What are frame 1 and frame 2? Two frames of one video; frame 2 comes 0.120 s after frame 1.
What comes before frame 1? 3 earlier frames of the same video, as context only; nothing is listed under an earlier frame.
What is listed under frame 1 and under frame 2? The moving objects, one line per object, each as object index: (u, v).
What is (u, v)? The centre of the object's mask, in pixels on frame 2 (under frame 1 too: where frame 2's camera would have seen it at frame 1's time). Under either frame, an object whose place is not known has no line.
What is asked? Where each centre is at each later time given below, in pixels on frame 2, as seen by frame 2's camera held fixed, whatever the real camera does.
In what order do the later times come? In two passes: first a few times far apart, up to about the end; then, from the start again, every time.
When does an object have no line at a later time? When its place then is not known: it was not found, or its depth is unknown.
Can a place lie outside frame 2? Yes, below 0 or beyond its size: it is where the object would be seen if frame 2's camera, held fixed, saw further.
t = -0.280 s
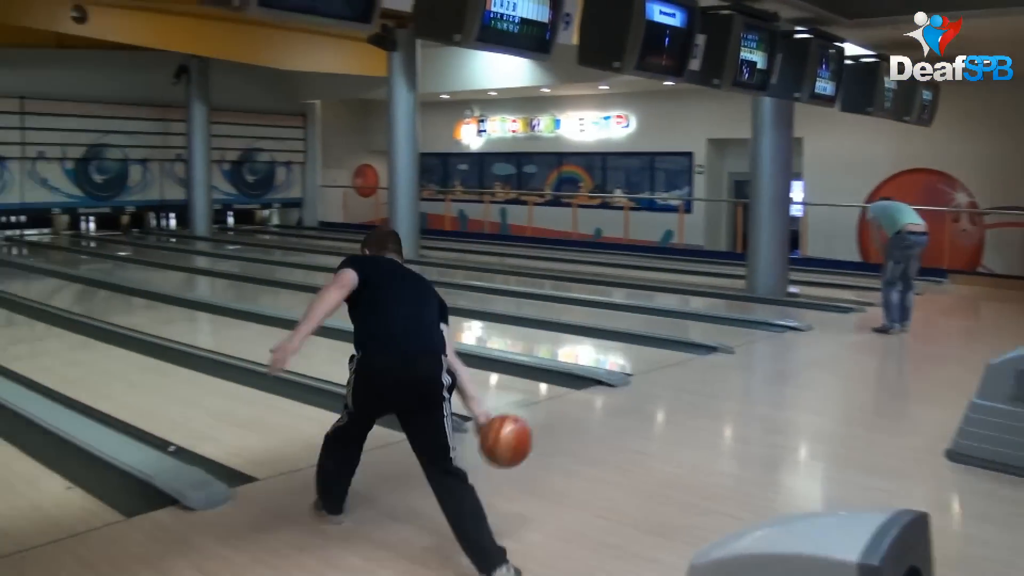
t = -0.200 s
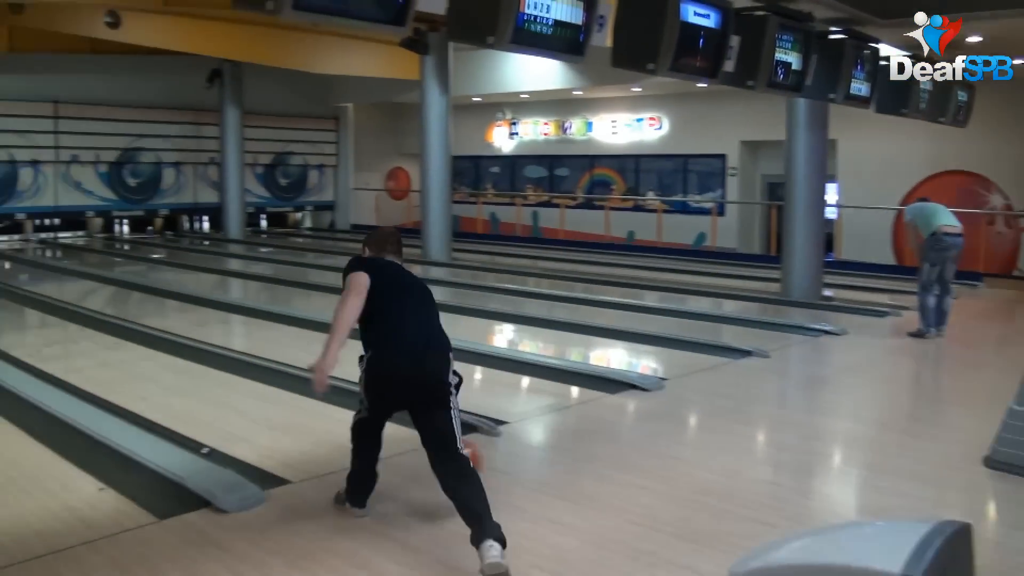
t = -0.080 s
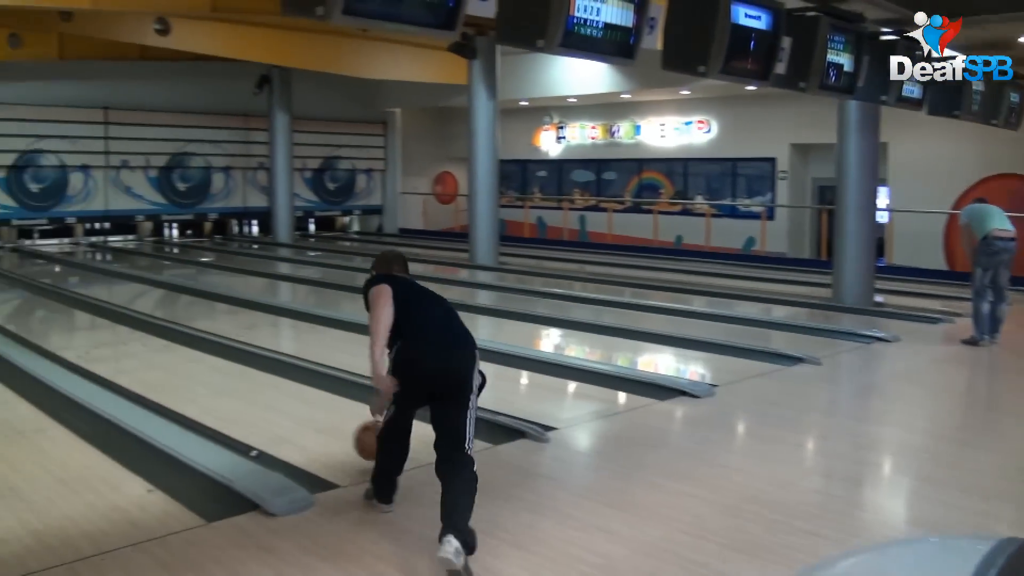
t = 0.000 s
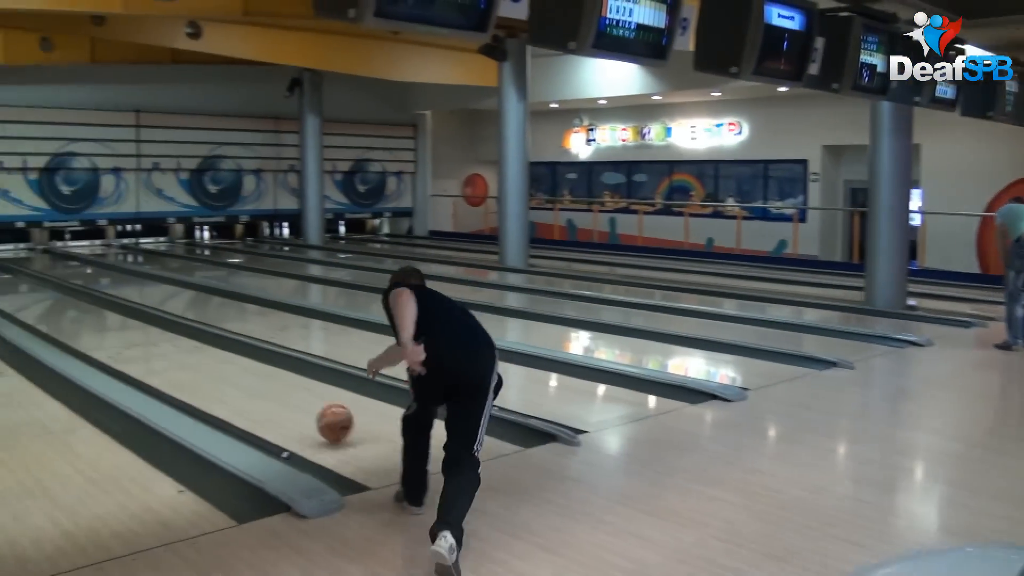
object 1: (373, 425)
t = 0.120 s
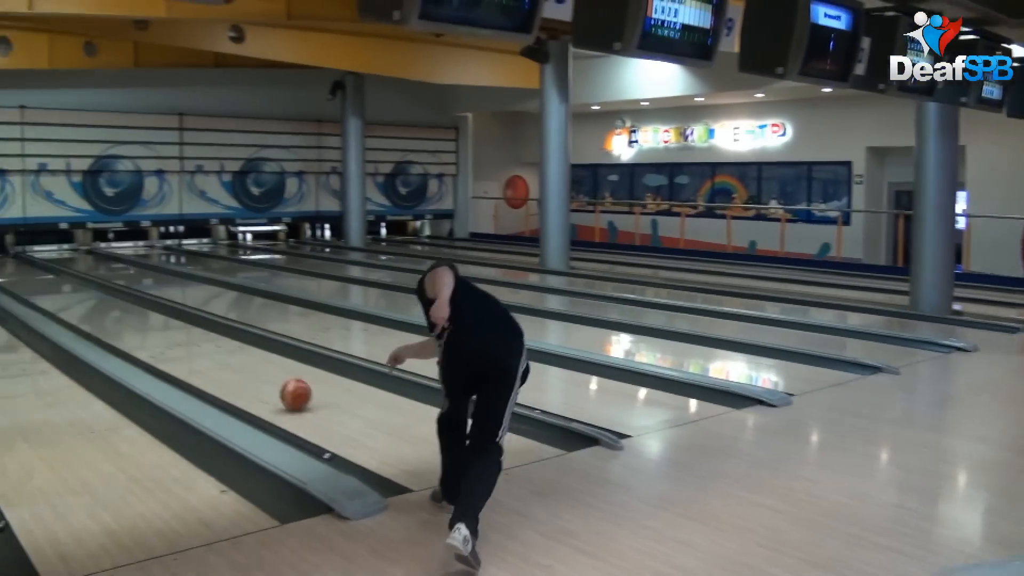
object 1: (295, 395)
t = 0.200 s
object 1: (254, 378)
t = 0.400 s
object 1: (177, 346)
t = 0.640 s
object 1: (112, 319)
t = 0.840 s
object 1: (74, 301)
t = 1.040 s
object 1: (46, 289)
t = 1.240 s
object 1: (23, 279)
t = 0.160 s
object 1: (274, 387)
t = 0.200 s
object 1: (254, 378)
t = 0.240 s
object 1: (236, 370)
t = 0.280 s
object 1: (220, 364)
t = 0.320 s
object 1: (205, 357)
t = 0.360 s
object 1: (191, 351)
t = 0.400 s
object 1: (177, 346)
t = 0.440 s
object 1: (165, 340)
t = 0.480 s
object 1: (153, 335)
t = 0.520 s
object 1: (142, 331)
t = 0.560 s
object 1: (131, 327)
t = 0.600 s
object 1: (121, 322)
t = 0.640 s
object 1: (112, 319)
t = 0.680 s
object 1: (104, 314)
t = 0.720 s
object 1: (96, 311)
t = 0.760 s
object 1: (88, 308)
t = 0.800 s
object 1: (81, 305)
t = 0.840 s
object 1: (74, 301)
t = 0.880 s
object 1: (68, 299)
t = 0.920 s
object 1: (62, 296)
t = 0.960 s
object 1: (56, 294)
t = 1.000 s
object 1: (51, 292)
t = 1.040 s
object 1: (46, 289)
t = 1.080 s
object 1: (41, 286)
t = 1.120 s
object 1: (36, 285)
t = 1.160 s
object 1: (32, 283)
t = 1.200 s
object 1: (28, 281)
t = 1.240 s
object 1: (23, 279)
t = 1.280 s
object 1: (18, 277)
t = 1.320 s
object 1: (14, 275)
